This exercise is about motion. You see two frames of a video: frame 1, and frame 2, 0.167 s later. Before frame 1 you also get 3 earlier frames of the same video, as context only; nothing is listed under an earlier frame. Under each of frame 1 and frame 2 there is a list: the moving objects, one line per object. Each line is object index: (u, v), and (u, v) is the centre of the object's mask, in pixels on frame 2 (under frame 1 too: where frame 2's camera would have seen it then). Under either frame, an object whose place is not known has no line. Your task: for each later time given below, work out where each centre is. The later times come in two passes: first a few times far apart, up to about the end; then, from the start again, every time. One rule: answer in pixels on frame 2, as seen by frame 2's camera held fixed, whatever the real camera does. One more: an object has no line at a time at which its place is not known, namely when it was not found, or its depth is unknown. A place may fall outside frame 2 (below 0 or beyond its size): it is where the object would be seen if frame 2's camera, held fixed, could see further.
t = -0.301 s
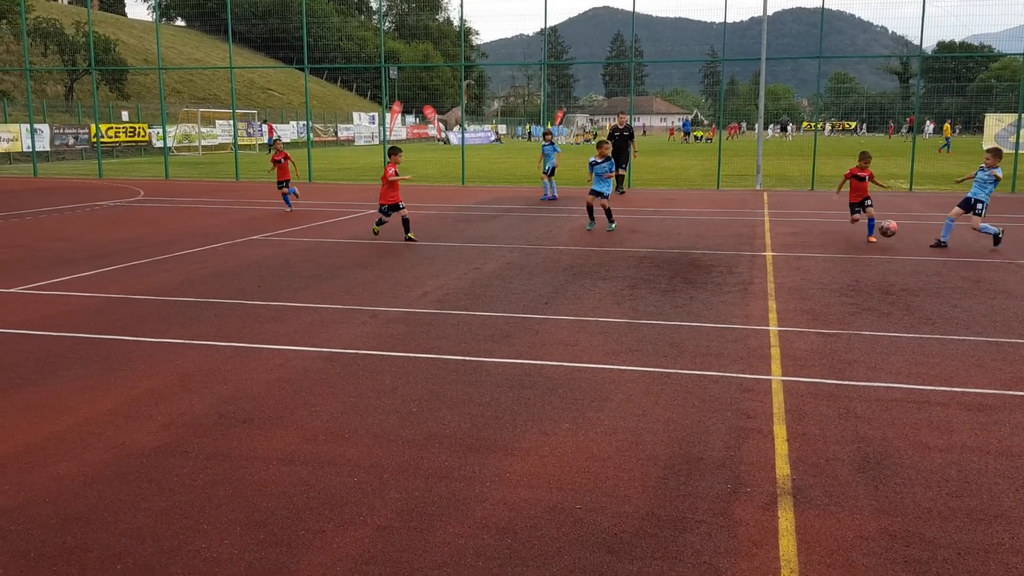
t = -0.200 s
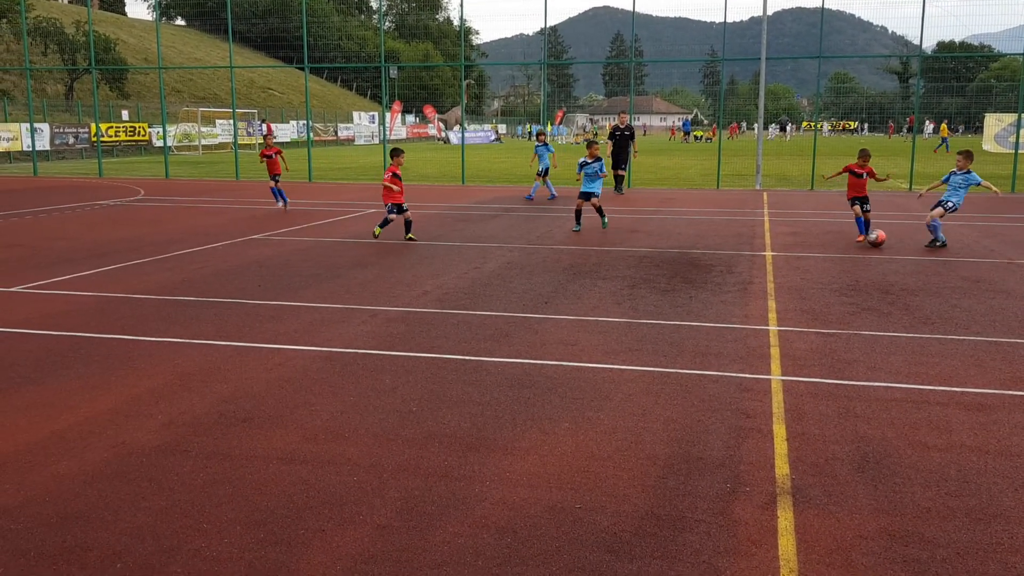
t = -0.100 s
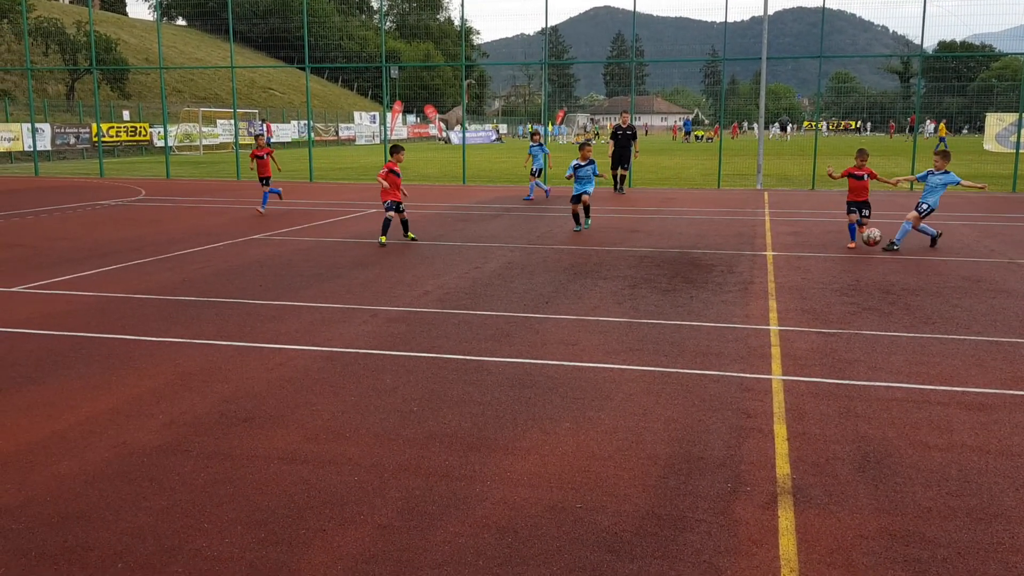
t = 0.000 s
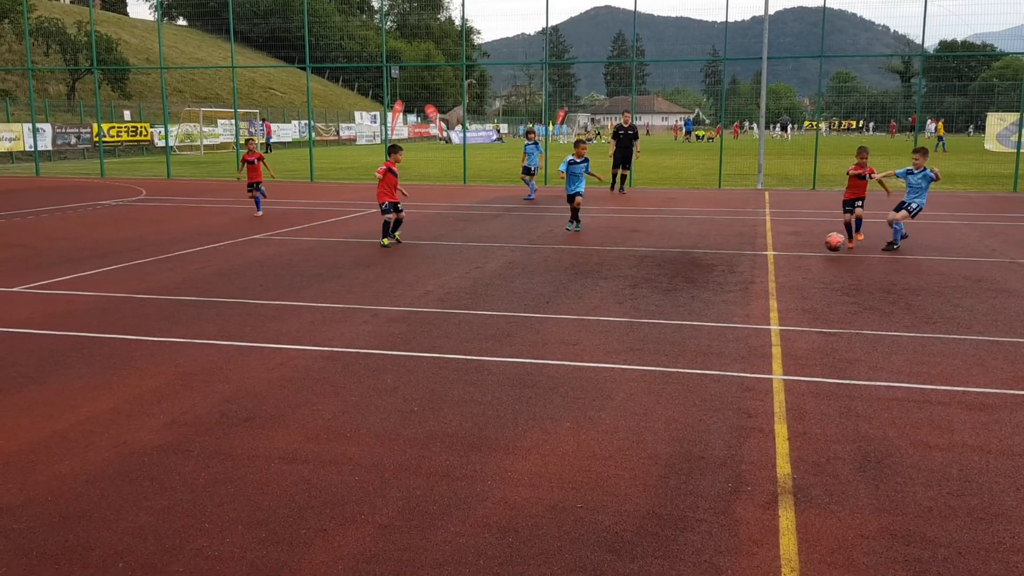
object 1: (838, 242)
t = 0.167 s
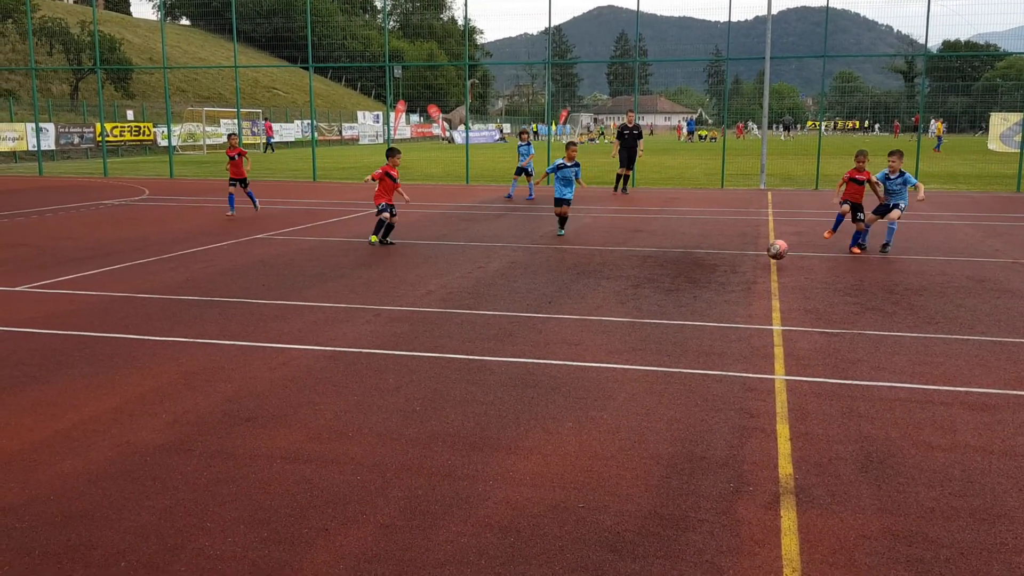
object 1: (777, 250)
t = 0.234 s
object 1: (754, 253)
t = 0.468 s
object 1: (678, 261)
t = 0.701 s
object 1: (597, 271)
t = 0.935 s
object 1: (508, 287)
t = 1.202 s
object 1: (392, 302)
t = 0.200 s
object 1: (766, 250)
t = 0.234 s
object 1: (754, 253)
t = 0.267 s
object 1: (743, 256)
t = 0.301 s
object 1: (730, 261)
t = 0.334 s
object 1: (720, 260)
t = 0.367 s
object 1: (710, 259)
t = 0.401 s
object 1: (699, 258)
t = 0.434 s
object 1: (688, 258)
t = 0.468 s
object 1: (678, 261)
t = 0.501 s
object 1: (666, 264)
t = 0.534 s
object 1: (655, 268)
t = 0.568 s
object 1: (644, 271)
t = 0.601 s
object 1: (632, 270)
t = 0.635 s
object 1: (621, 269)
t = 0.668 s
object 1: (610, 269)
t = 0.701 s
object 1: (597, 271)
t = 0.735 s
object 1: (585, 275)
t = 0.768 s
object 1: (573, 280)
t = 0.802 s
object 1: (561, 281)
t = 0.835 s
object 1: (548, 280)
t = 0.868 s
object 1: (534, 281)
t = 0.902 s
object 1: (521, 283)
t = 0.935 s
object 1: (508, 287)
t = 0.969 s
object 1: (494, 291)
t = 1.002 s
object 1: (480, 292)
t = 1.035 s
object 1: (465, 293)
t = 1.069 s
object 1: (452, 293)
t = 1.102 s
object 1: (437, 296)
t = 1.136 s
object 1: (422, 301)
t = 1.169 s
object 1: (406, 302)
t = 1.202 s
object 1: (392, 302)
